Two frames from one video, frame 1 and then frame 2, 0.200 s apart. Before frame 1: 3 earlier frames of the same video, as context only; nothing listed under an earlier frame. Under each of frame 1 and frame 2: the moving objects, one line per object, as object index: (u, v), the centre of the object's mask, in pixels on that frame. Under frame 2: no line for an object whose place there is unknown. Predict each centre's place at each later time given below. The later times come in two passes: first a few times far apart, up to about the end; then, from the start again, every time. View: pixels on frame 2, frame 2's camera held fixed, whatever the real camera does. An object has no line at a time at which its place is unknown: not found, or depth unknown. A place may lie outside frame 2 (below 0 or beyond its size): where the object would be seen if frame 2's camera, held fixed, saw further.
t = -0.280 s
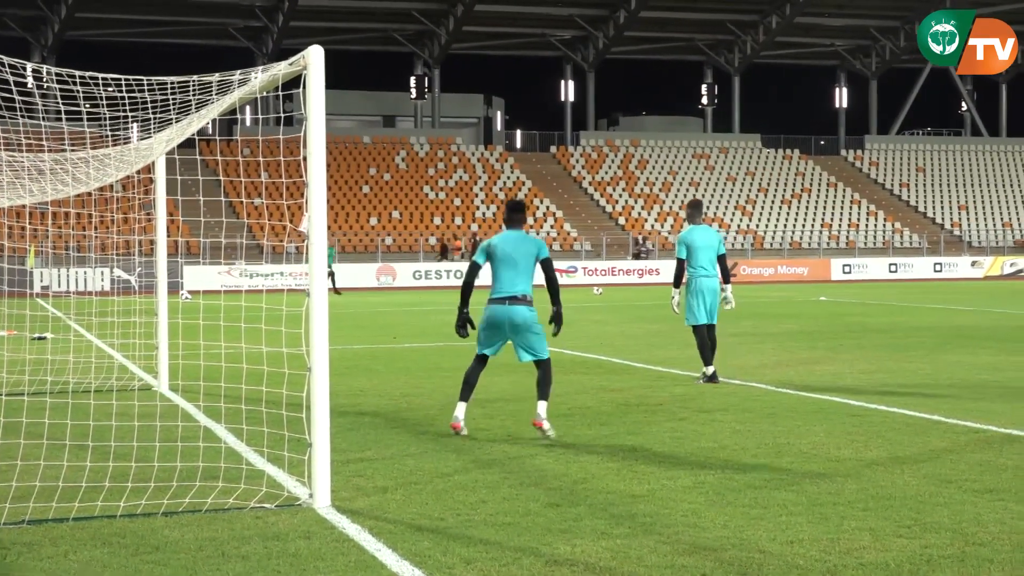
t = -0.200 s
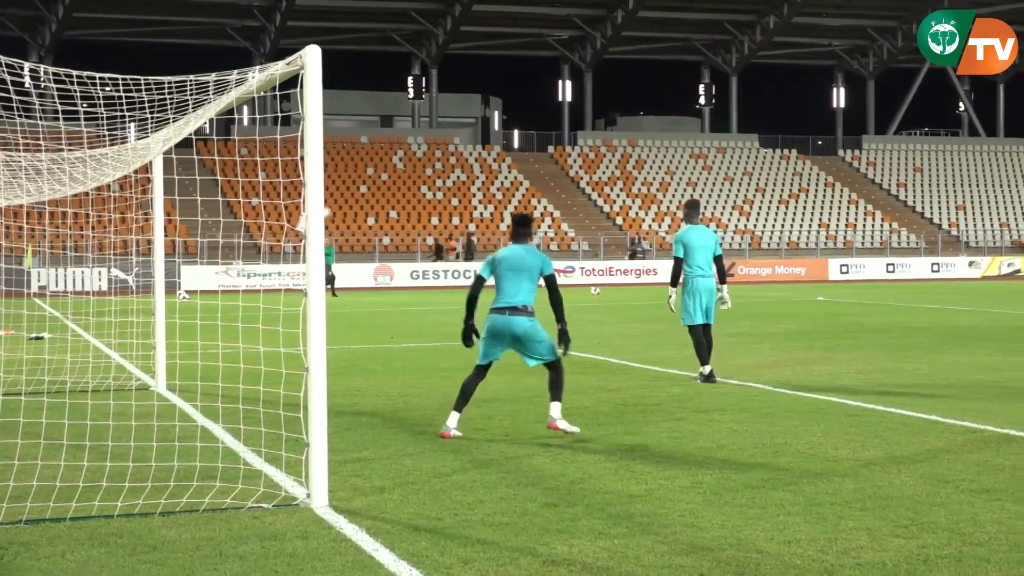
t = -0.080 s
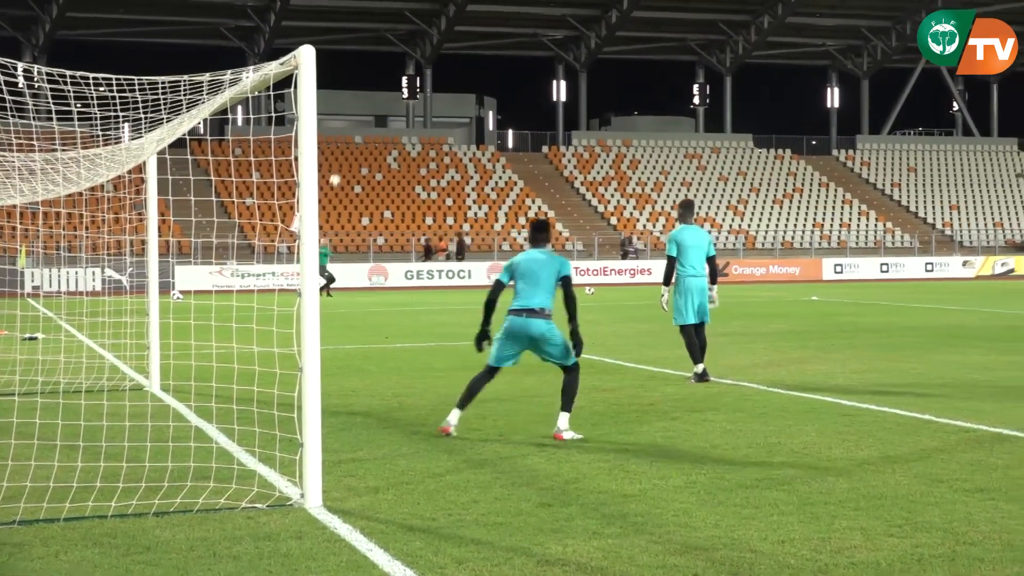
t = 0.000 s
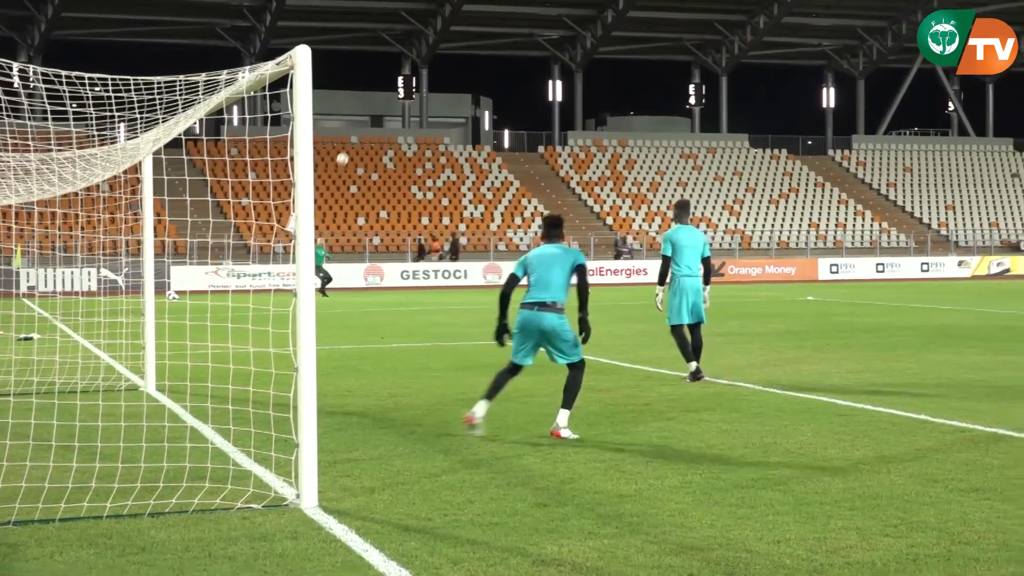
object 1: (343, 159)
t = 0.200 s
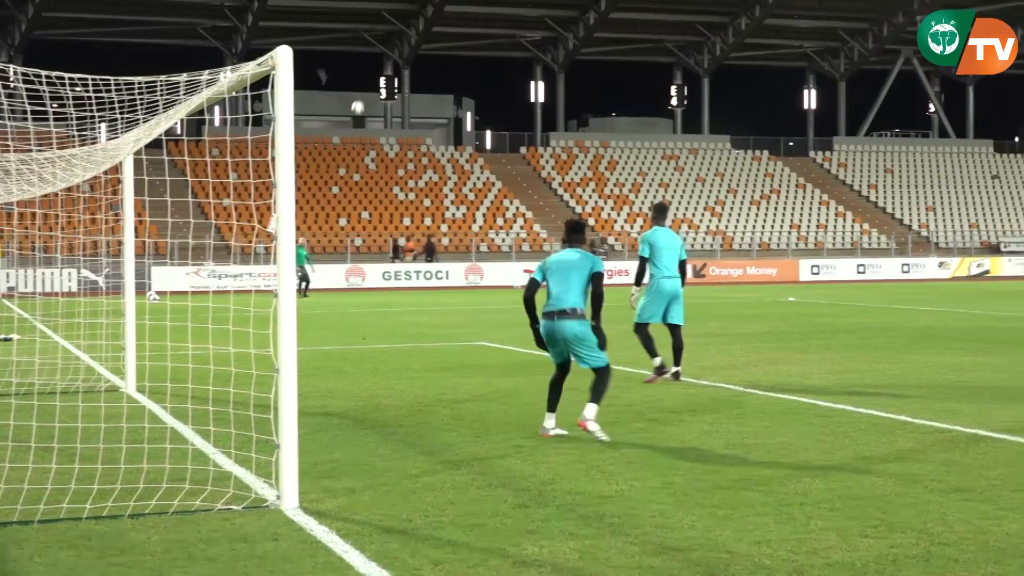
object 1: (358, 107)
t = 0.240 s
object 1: (365, 97)
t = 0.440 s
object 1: (409, 51)
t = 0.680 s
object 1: (477, 5)
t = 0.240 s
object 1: (365, 97)
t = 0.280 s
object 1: (373, 87)
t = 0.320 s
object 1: (382, 78)
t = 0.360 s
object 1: (390, 69)
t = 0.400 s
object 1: (400, 60)
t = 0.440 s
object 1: (409, 51)
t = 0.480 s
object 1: (420, 42)
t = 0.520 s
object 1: (430, 34)
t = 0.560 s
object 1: (441, 26)
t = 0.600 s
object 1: (453, 18)
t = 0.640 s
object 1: (465, 12)
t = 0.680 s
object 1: (477, 5)
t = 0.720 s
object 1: (491, -1)
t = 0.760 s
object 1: (510, -4)
